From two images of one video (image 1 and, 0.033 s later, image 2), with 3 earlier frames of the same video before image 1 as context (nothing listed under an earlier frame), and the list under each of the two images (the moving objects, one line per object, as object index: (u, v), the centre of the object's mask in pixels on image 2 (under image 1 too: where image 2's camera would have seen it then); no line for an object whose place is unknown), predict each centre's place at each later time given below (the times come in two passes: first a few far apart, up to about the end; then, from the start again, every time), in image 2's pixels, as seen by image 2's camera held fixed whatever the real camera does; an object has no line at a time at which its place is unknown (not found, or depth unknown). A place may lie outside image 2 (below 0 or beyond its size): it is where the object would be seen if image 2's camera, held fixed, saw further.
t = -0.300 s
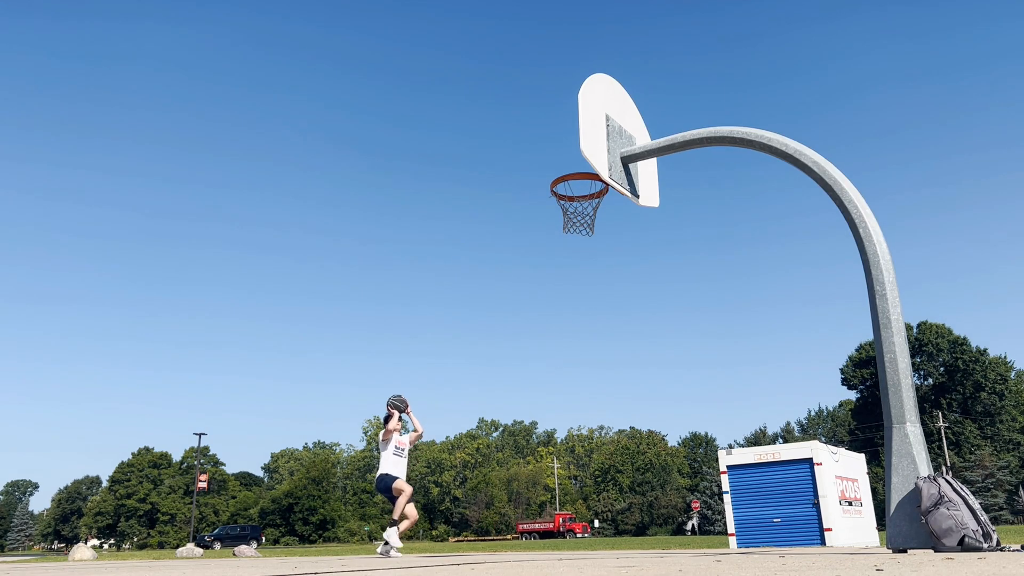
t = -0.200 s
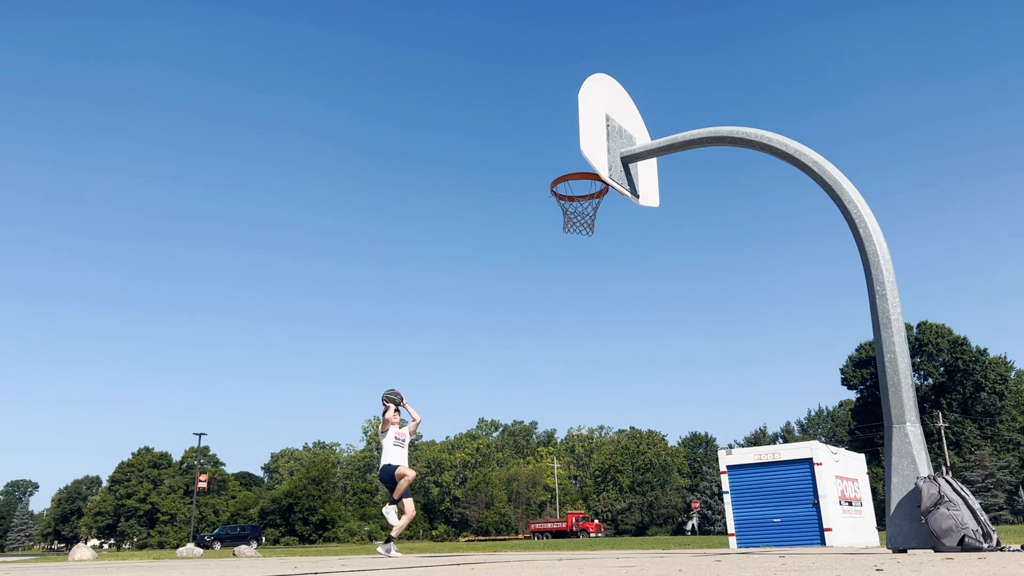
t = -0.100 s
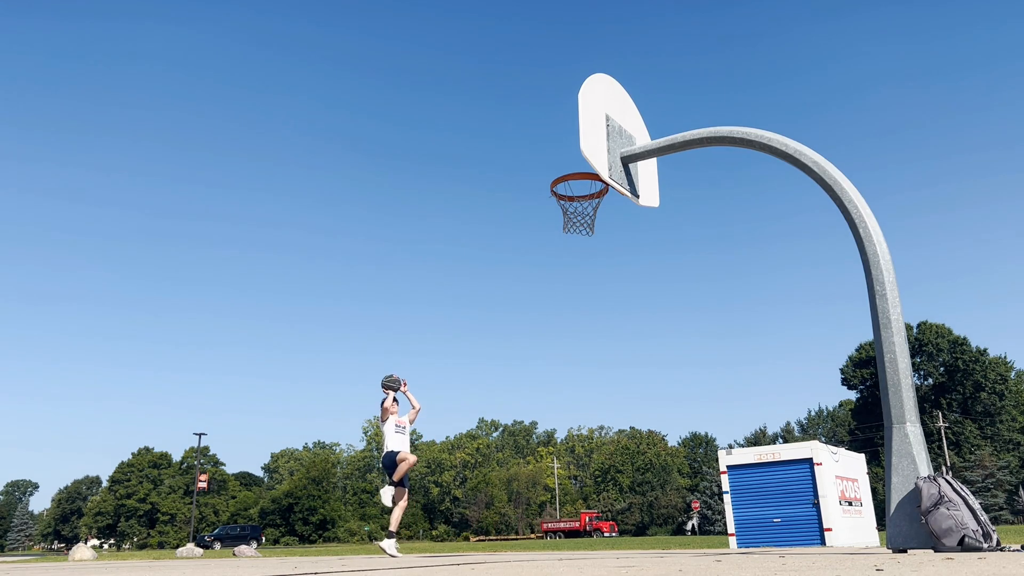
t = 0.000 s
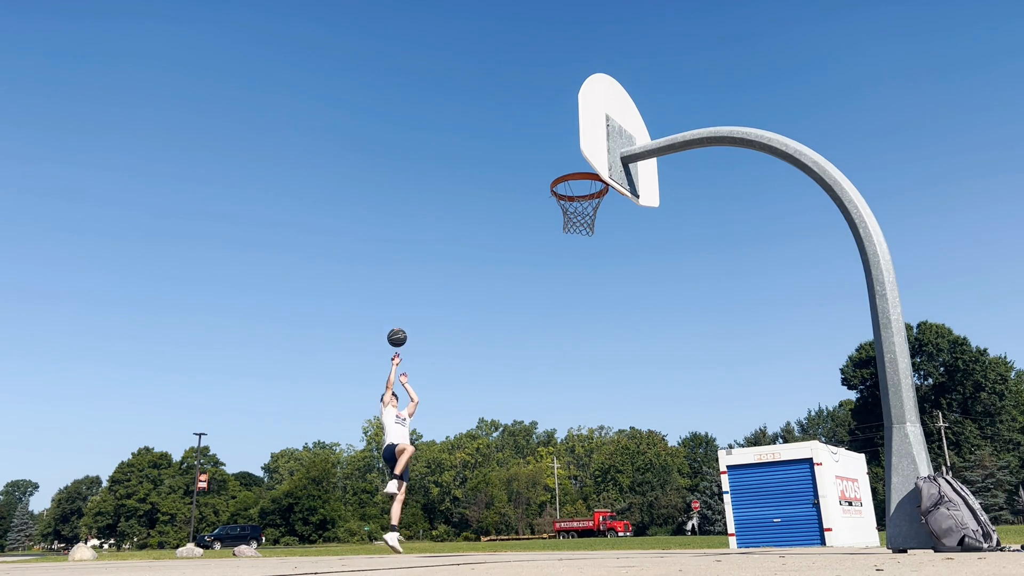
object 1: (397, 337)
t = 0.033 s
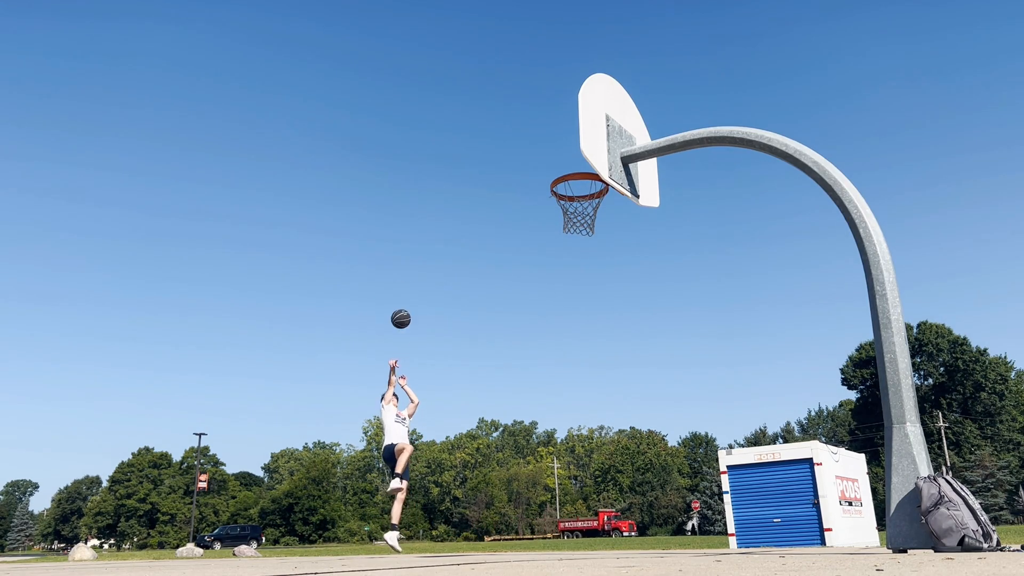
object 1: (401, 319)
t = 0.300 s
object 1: (430, 195)
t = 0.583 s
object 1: (465, 113)
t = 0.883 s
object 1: (508, 88)
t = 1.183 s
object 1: (564, 146)
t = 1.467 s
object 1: (579, 239)
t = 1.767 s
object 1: (572, 352)
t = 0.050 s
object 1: (402, 310)
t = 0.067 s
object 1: (405, 301)
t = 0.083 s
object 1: (406, 292)
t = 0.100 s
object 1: (408, 284)
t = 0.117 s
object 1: (410, 275)
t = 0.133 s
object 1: (412, 267)
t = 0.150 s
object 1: (414, 259)
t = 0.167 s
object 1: (415, 251)
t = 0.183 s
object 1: (417, 244)
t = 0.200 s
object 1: (419, 236)
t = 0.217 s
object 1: (421, 229)
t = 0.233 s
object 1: (423, 222)
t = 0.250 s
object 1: (425, 215)
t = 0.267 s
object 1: (427, 208)
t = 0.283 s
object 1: (429, 202)
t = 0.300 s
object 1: (430, 195)
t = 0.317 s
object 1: (432, 189)
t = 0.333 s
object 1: (434, 183)
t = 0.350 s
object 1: (436, 177)
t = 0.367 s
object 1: (438, 172)
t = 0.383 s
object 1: (440, 166)
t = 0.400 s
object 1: (442, 160)
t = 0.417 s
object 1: (444, 155)
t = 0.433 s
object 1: (446, 150)
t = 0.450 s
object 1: (448, 145)
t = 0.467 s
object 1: (450, 141)
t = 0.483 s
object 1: (452, 136)
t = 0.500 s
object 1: (454, 132)
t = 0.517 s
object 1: (456, 128)
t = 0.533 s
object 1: (458, 124)
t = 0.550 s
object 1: (461, 120)
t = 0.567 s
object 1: (462, 117)
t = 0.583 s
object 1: (465, 113)
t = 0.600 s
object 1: (467, 110)
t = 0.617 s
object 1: (469, 107)
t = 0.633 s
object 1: (471, 104)
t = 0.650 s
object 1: (474, 102)
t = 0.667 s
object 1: (476, 99)
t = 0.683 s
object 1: (478, 97)
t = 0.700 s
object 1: (480, 95)
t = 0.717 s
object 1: (483, 94)
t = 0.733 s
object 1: (485, 92)
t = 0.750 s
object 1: (487, 91)
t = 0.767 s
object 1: (490, 90)
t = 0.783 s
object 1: (492, 89)
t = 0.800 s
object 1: (495, 88)
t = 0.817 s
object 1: (497, 88)
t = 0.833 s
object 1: (500, 87)
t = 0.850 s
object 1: (502, 87)
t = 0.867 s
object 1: (505, 87)
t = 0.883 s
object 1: (508, 88)
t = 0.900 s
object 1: (510, 89)
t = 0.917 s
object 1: (513, 90)
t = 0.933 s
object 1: (516, 91)
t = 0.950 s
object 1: (519, 93)
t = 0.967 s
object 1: (521, 94)
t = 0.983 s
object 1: (524, 97)
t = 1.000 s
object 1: (527, 99)
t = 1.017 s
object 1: (530, 102)
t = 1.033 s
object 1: (534, 105)
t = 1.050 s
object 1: (537, 108)
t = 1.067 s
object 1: (540, 111)
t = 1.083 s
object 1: (543, 115)
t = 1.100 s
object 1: (546, 119)
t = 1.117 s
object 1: (550, 124)
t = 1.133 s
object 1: (553, 129)
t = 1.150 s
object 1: (556, 134)
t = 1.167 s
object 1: (560, 140)
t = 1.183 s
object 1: (564, 146)
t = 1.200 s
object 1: (567, 152)
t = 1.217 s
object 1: (570, 159)
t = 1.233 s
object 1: (574, 163)
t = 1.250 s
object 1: (578, 172)
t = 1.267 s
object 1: (582, 183)
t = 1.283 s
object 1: (583, 191)
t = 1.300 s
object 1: (583, 199)
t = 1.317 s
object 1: (584, 209)
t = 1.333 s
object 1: (584, 218)
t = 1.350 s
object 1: (584, 220)
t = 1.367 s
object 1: (583, 223)
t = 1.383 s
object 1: (582, 225)
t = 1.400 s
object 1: (581, 228)
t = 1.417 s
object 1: (581, 230)
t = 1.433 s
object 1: (580, 233)
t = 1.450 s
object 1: (580, 236)
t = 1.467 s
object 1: (579, 239)
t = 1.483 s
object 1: (579, 243)
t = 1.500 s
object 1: (578, 247)
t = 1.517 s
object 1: (578, 252)
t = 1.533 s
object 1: (577, 256)
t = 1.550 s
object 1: (577, 261)
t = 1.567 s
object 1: (576, 266)
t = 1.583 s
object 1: (576, 272)
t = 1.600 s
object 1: (575, 278)
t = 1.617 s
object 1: (575, 284)
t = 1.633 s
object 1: (574, 290)
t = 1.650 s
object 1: (574, 297)
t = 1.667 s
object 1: (573, 304)
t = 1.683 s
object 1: (573, 311)
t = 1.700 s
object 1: (573, 319)
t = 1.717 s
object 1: (572, 326)
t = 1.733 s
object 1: (572, 334)
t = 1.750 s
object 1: (572, 343)
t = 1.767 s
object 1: (572, 352)
